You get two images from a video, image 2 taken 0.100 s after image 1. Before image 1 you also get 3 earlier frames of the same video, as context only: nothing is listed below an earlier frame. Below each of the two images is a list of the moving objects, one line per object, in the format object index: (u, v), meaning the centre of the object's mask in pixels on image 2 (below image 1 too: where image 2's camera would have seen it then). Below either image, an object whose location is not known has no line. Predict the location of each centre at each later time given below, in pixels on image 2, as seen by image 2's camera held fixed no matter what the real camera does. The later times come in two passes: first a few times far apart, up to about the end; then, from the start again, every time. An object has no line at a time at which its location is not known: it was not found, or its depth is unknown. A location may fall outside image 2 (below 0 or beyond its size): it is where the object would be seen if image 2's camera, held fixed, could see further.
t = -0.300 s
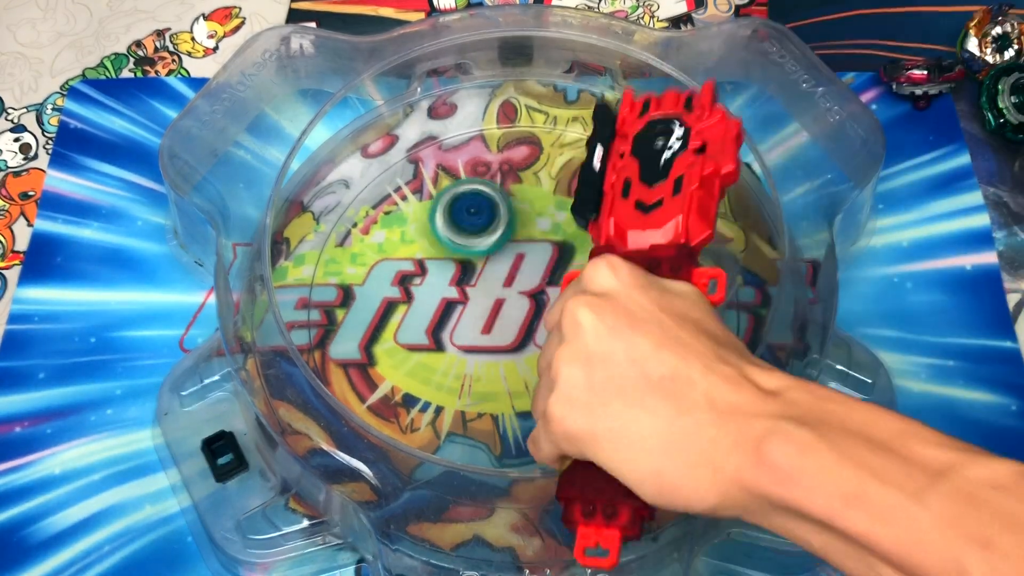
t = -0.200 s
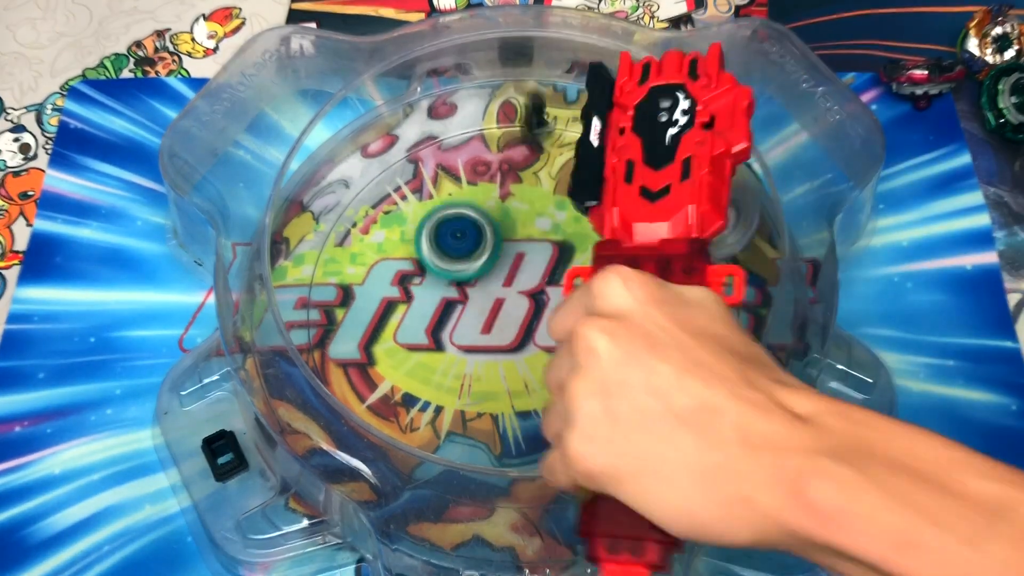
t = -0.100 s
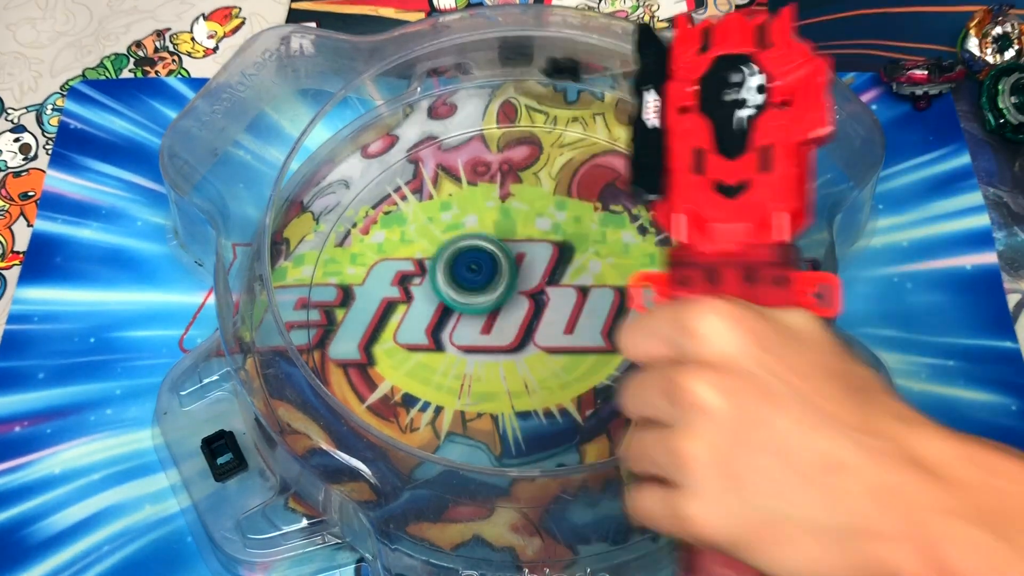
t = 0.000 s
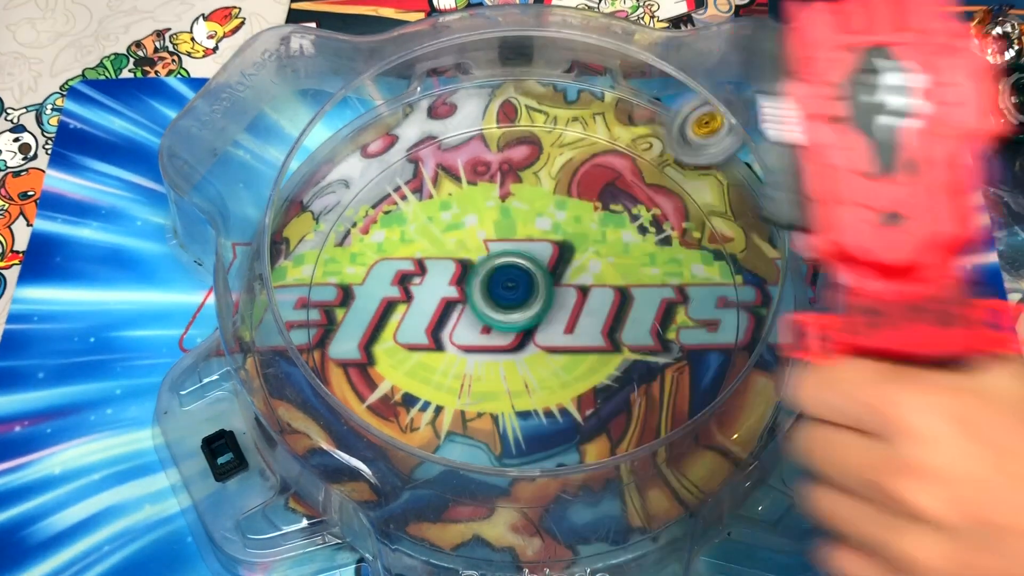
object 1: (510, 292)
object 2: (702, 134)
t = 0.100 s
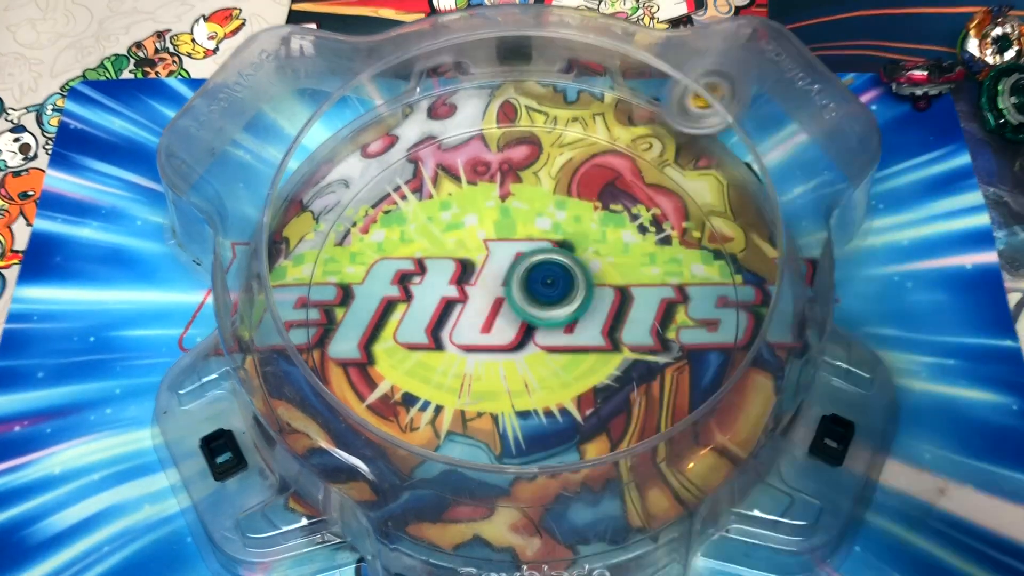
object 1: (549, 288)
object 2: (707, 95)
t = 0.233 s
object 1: (583, 260)
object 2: (745, 105)
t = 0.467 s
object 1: (570, 212)
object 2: (674, 125)
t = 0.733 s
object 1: (466, 315)
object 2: (560, 177)
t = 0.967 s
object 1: (571, 401)
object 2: (451, 178)
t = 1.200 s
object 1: (641, 306)
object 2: (430, 186)
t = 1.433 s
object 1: (512, 235)
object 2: (428, 290)
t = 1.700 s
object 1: (459, 267)
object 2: (388, 389)
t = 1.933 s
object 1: (514, 305)
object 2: (455, 428)
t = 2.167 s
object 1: (525, 238)
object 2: (541, 462)
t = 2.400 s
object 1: (484, 267)
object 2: (635, 417)
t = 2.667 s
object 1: (548, 270)
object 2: (695, 313)
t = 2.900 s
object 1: (539, 251)
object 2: (683, 221)
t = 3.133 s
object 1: (532, 274)
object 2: (618, 161)
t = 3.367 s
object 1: (546, 287)
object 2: (525, 143)
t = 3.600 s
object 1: (553, 293)
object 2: (440, 173)
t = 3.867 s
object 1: (551, 296)
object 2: (382, 247)
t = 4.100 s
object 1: (542, 301)
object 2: (390, 330)
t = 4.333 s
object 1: (532, 306)
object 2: (453, 391)
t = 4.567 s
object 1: (528, 308)
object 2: (542, 404)
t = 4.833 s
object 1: (521, 303)
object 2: (634, 358)
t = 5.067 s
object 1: (513, 296)
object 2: (653, 294)
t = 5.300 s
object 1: (510, 290)
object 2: (625, 230)
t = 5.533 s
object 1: (513, 285)
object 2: (569, 191)
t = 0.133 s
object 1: (560, 284)
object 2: (728, 97)
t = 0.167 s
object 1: (569, 277)
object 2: (745, 102)
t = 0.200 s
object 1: (577, 270)
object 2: (752, 109)
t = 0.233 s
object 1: (583, 260)
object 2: (745, 105)
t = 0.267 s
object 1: (587, 252)
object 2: (742, 100)
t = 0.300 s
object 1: (589, 243)
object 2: (748, 104)
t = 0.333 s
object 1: (588, 233)
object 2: (748, 101)
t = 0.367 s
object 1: (587, 224)
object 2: (735, 103)
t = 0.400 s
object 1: (583, 218)
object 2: (709, 114)
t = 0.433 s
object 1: (577, 215)
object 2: (689, 120)
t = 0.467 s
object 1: (570, 212)
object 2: (674, 125)
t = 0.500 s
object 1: (562, 211)
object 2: (657, 132)
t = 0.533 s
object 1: (555, 213)
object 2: (634, 143)
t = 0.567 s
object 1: (543, 217)
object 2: (612, 156)
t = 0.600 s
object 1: (517, 234)
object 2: (608, 156)
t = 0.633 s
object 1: (494, 253)
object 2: (599, 159)
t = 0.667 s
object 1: (479, 273)
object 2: (589, 164)
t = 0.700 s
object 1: (469, 294)
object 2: (575, 170)
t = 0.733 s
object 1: (466, 315)
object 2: (560, 177)
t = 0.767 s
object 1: (469, 339)
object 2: (543, 180)
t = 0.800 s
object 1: (479, 360)
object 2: (526, 181)
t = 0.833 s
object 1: (496, 379)
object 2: (511, 183)
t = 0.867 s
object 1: (515, 393)
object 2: (494, 185)
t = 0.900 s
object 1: (535, 402)
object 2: (477, 183)
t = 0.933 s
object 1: (553, 404)
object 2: (461, 179)
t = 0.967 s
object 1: (571, 401)
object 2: (451, 178)
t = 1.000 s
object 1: (586, 397)
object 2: (440, 175)
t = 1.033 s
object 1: (601, 388)
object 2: (430, 172)
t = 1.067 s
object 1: (613, 378)
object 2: (425, 170)
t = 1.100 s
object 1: (625, 363)
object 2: (423, 172)
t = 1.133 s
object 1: (633, 347)
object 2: (423, 174)
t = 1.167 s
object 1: (639, 328)
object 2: (426, 179)
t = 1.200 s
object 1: (641, 306)
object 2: (430, 186)
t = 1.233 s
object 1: (636, 286)
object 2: (435, 199)
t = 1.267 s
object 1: (624, 267)
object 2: (438, 213)
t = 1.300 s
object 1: (606, 250)
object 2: (440, 228)
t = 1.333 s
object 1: (587, 238)
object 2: (438, 243)
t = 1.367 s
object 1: (562, 233)
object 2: (436, 260)
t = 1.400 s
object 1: (538, 231)
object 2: (432, 276)
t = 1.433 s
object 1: (512, 235)
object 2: (428, 290)
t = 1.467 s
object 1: (487, 243)
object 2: (422, 303)
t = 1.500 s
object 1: (469, 253)
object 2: (414, 319)
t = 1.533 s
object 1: (466, 248)
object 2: (393, 353)
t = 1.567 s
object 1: (464, 245)
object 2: (375, 374)
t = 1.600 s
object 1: (463, 246)
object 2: (363, 389)
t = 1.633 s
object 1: (461, 250)
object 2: (360, 394)
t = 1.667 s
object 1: (460, 257)
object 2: (374, 391)
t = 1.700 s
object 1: (459, 267)
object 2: (388, 389)
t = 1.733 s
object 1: (457, 280)
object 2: (400, 387)
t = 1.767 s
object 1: (459, 294)
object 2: (414, 384)
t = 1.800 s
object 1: (465, 307)
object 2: (427, 383)
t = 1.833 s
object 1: (480, 310)
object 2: (432, 393)
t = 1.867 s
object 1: (494, 311)
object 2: (437, 404)
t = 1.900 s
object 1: (503, 310)
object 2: (445, 416)
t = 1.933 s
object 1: (514, 305)
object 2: (455, 428)
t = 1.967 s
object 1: (524, 297)
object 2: (464, 437)
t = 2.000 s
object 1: (533, 288)
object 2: (474, 445)
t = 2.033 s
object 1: (537, 277)
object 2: (487, 455)
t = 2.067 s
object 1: (539, 266)
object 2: (499, 463)
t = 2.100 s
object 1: (538, 255)
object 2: (514, 467)
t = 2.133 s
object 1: (533, 247)
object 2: (529, 465)
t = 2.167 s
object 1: (525, 238)
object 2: (541, 462)
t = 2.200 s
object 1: (515, 234)
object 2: (554, 458)
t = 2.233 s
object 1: (503, 232)
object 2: (568, 455)
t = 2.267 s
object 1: (493, 235)
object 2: (583, 451)
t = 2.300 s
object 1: (486, 241)
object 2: (598, 444)
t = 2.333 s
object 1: (481, 250)
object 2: (611, 436)
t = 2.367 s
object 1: (481, 259)
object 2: (624, 426)
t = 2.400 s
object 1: (484, 267)
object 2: (635, 417)
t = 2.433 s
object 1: (490, 273)
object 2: (647, 403)
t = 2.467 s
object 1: (497, 278)
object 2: (657, 394)
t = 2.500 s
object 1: (505, 281)
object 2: (668, 383)
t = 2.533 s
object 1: (513, 282)
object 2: (678, 369)
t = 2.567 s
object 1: (522, 281)
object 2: (685, 356)
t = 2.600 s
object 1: (532, 278)
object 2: (691, 341)
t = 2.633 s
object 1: (541, 275)
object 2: (694, 327)
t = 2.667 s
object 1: (548, 270)
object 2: (695, 313)
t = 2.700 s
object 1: (551, 264)
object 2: (697, 297)
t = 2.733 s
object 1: (553, 257)
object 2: (699, 283)
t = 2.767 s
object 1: (551, 252)
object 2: (697, 267)
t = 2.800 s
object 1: (548, 250)
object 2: (697, 256)
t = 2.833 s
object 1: (545, 249)
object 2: (693, 244)
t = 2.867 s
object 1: (542, 249)
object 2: (689, 232)
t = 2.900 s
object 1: (539, 251)
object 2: (683, 221)
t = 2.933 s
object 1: (536, 253)
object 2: (676, 210)
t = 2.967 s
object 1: (534, 256)
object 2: (667, 201)
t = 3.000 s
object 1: (532, 260)
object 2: (657, 192)
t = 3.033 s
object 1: (531, 264)
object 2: (648, 181)
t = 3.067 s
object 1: (531, 268)
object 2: (639, 173)
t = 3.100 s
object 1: (531, 271)
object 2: (629, 167)
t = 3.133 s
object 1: (532, 274)
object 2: (618, 161)
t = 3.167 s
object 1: (534, 277)
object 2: (604, 155)
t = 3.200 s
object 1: (536, 280)
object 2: (592, 151)
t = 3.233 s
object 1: (538, 281)
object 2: (579, 147)
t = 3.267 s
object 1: (540, 283)
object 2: (565, 146)
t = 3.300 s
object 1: (542, 284)
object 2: (551, 144)
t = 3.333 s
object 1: (544, 286)
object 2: (539, 143)
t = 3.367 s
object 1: (546, 287)
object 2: (525, 143)
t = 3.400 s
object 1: (548, 288)
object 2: (513, 144)
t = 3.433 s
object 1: (549, 290)
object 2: (500, 146)
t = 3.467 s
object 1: (550, 290)
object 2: (486, 150)
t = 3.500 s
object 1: (551, 291)
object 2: (475, 154)
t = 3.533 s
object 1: (552, 292)
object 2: (461, 161)
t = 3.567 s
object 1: (553, 293)
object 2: (451, 165)
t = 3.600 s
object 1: (553, 293)
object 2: (440, 173)
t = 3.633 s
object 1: (554, 294)
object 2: (431, 178)
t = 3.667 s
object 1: (554, 294)
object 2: (421, 186)
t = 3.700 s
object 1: (554, 294)
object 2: (413, 196)
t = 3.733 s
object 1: (554, 295)
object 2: (404, 208)
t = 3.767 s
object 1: (553, 295)
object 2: (397, 216)
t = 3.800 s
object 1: (553, 295)
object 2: (390, 226)
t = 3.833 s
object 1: (552, 296)
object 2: (385, 236)
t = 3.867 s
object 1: (551, 296)
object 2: (382, 247)
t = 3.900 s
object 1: (550, 297)
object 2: (380, 259)
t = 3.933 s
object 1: (549, 297)
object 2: (379, 273)
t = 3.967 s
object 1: (548, 298)
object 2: (378, 284)
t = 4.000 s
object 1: (546, 299)
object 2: (378, 296)
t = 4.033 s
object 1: (545, 299)
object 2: (382, 308)
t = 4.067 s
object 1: (543, 300)
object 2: (385, 319)
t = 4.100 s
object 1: (542, 301)
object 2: (390, 330)
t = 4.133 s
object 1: (540, 302)
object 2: (396, 343)
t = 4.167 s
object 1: (539, 302)
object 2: (402, 352)
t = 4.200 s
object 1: (537, 303)
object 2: (410, 362)
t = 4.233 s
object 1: (535, 303)
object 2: (419, 371)
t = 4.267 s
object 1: (534, 304)
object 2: (430, 379)
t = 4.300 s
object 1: (533, 304)
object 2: (441, 386)
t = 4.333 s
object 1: (532, 306)
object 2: (453, 391)
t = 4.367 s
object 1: (531, 307)
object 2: (464, 396)
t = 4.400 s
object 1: (531, 308)
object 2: (476, 399)
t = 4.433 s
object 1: (530, 308)
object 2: (489, 402)
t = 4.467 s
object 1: (529, 308)
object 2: (503, 404)
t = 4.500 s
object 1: (529, 309)
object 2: (517, 404)
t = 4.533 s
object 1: (528, 309)
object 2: (529, 404)
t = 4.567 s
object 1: (528, 308)
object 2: (542, 404)
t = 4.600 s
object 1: (527, 308)
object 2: (556, 400)
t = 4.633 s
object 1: (526, 308)
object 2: (570, 396)
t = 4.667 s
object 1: (526, 307)
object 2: (582, 393)
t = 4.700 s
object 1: (525, 307)
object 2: (594, 388)
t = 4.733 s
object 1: (524, 306)
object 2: (603, 383)
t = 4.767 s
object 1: (523, 305)
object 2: (616, 373)
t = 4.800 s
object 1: (522, 304)
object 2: (627, 365)
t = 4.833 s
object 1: (521, 303)
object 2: (634, 358)
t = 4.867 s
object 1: (520, 302)
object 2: (640, 351)
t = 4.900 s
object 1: (519, 301)
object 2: (648, 342)
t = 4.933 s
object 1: (518, 300)
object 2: (652, 334)
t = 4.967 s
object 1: (517, 299)
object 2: (655, 324)
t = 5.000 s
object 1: (516, 298)
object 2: (656, 317)
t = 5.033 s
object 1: (515, 297)
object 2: (655, 306)
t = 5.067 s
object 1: (513, 296)
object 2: (653, 294)
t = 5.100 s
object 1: (512, 295)
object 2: (652, 284)
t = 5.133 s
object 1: (512, 294)
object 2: (650, 276)
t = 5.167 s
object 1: (511, 294)
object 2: (646, 265)
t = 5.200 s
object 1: (510, 292)
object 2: (640, 255)
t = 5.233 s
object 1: (510, 291)
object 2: (637, 246)
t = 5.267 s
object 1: (510, 291)
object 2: (632, 237)
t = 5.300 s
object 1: (510, 290)
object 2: (625, 230)
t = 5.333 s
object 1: (510, 289)
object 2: (618, 222)
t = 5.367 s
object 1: (510, 288)
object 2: (611, 215)
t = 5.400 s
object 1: (510, 288)
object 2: (604, 209)
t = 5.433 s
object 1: (511, 287)
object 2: (594, 203)
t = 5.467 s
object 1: (512, 286)
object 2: (587, 197)
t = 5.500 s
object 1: (512, 286)
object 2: (578, 194)
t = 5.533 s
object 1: (513, 285)
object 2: (569, 191)
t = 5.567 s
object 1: (514, 285)
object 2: (559, 190)
